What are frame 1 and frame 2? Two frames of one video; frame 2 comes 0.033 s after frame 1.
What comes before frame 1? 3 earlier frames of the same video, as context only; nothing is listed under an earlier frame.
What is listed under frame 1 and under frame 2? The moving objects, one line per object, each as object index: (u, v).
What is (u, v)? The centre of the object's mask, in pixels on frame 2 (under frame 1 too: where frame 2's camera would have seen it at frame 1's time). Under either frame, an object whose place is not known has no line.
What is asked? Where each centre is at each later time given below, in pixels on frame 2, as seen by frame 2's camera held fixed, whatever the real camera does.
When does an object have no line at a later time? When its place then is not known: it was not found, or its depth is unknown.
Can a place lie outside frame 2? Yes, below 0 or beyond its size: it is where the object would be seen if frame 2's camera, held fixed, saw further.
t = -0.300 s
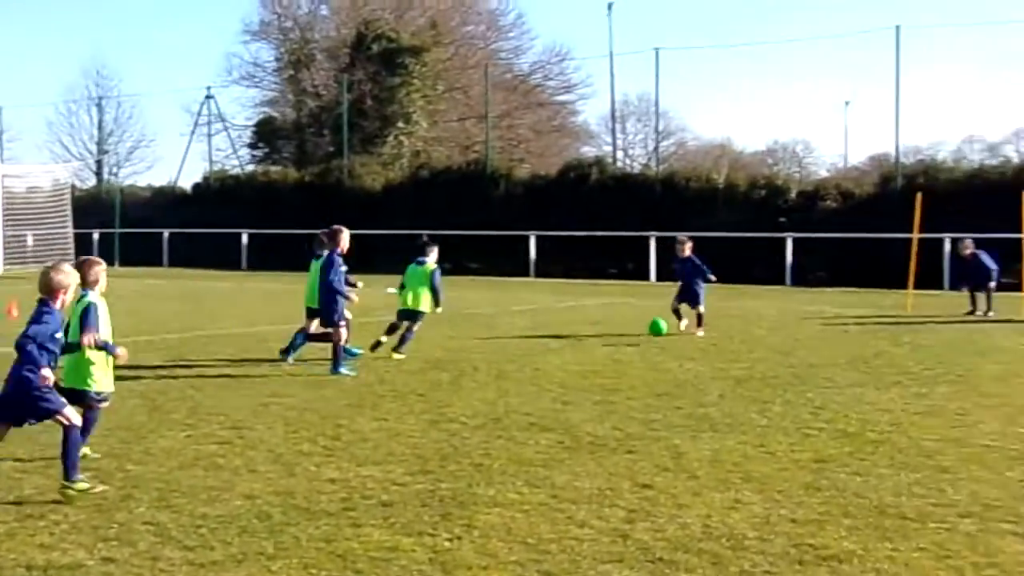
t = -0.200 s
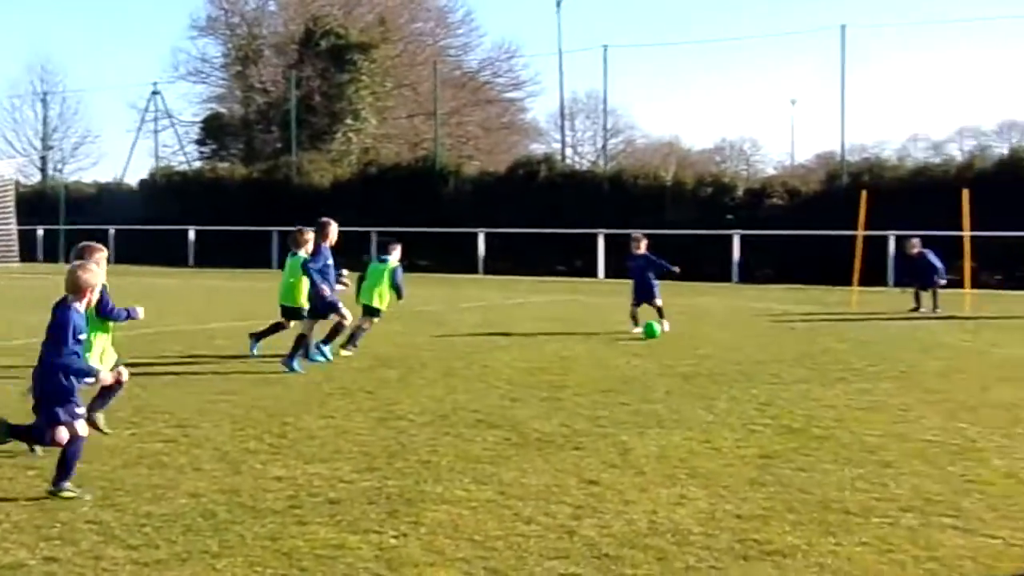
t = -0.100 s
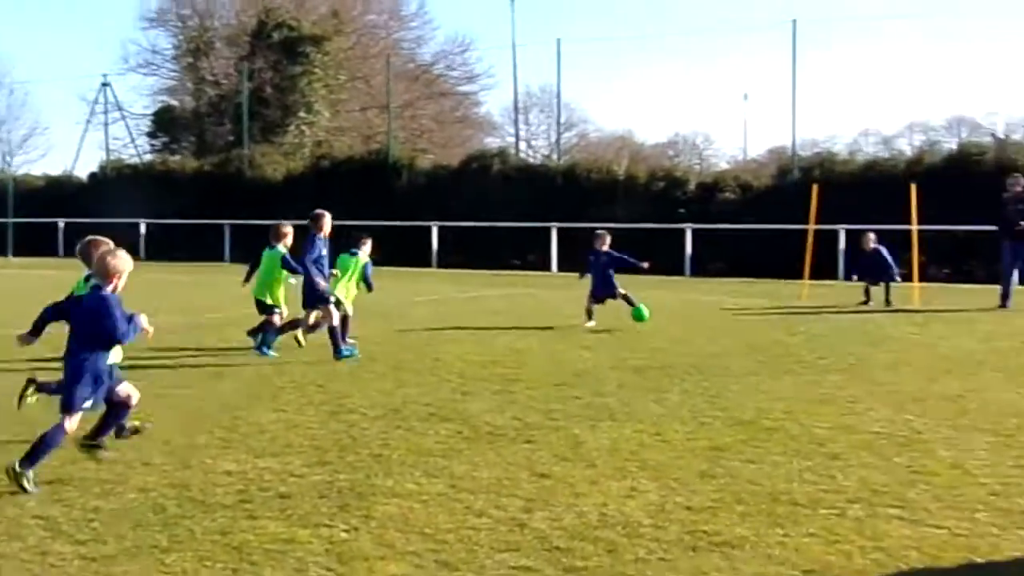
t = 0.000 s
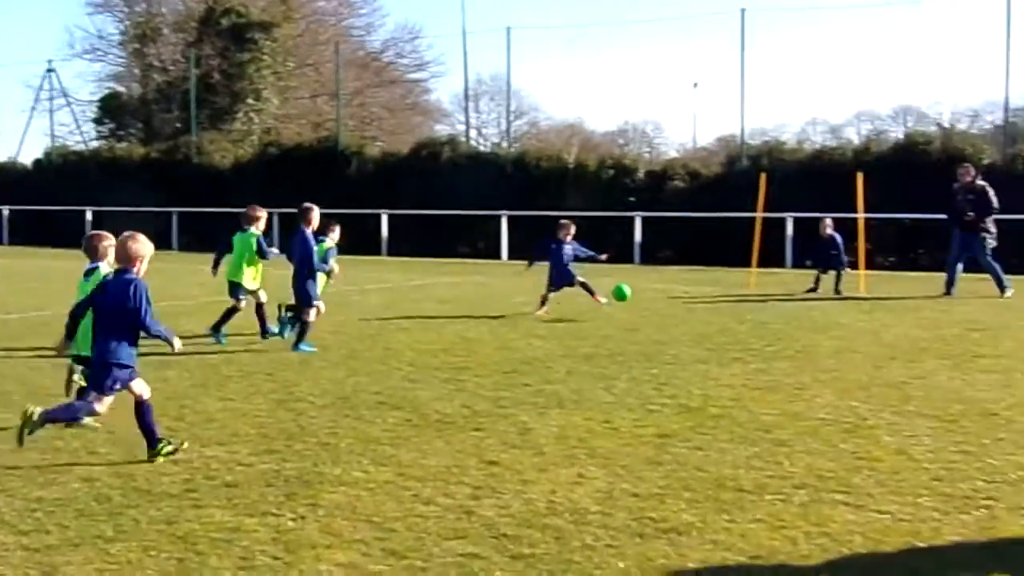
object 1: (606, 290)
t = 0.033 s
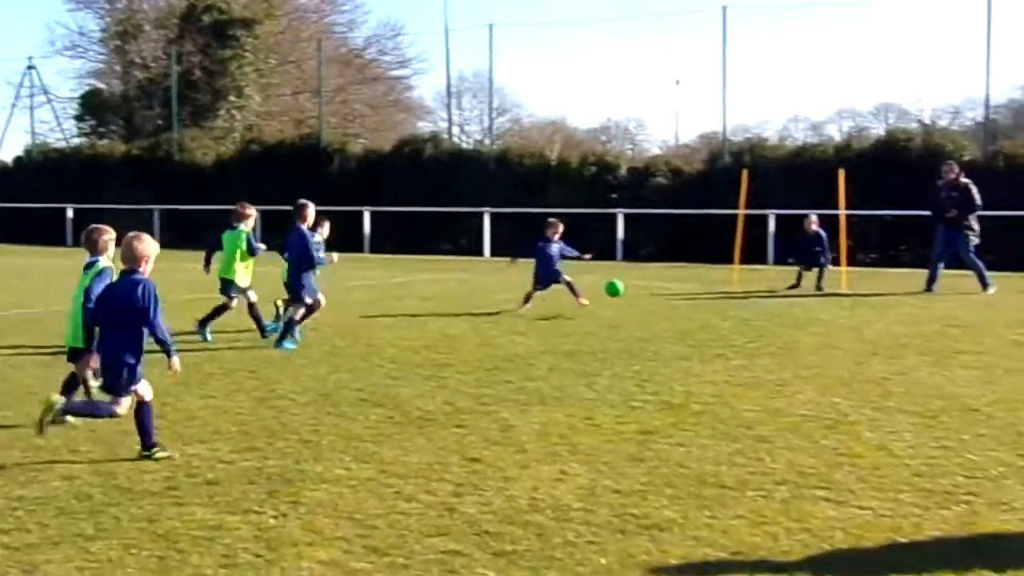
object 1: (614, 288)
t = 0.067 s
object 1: (623, 287)
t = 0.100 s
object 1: (631, 288)
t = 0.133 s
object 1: (640, 288)
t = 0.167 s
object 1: (649, 290)
